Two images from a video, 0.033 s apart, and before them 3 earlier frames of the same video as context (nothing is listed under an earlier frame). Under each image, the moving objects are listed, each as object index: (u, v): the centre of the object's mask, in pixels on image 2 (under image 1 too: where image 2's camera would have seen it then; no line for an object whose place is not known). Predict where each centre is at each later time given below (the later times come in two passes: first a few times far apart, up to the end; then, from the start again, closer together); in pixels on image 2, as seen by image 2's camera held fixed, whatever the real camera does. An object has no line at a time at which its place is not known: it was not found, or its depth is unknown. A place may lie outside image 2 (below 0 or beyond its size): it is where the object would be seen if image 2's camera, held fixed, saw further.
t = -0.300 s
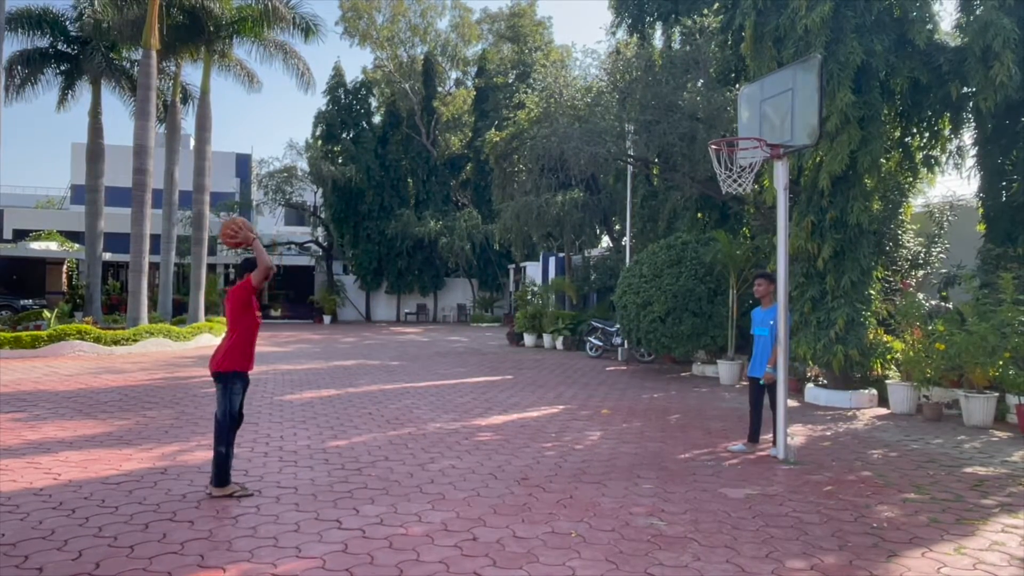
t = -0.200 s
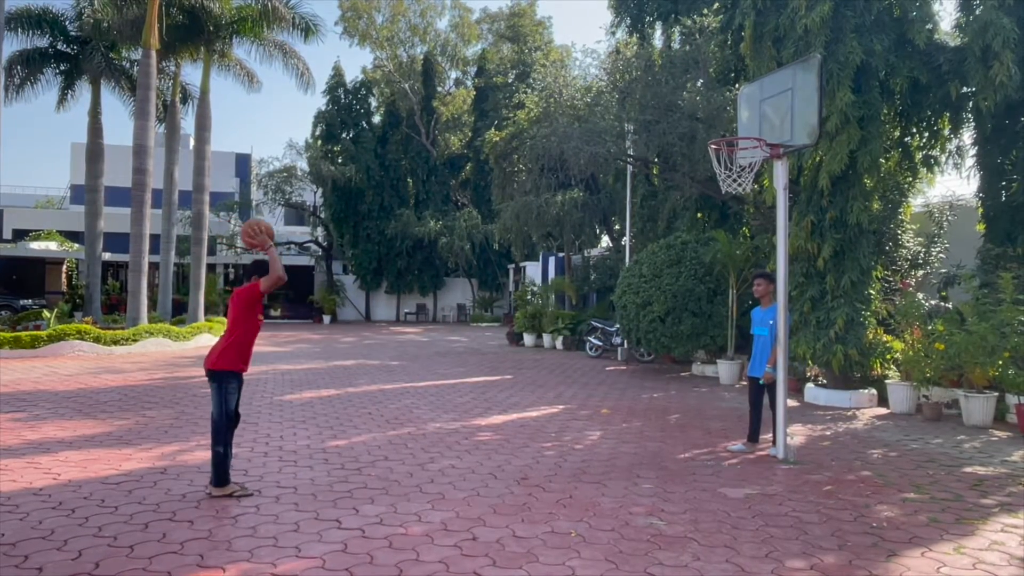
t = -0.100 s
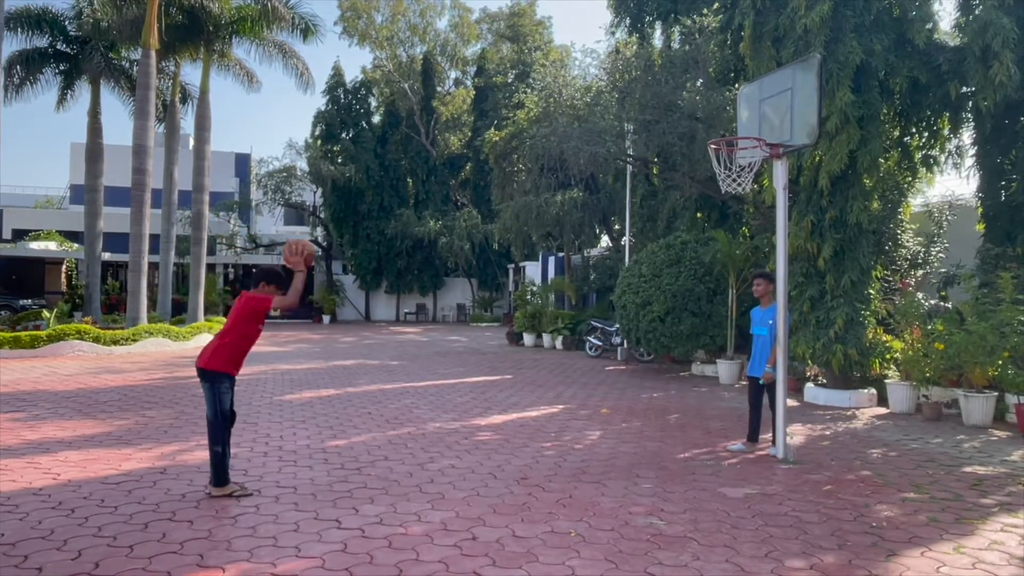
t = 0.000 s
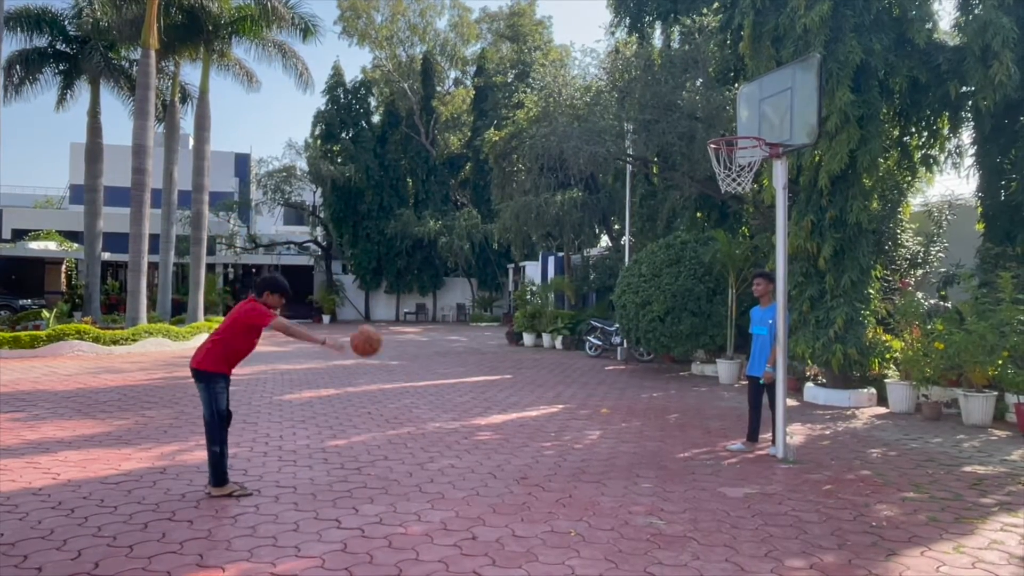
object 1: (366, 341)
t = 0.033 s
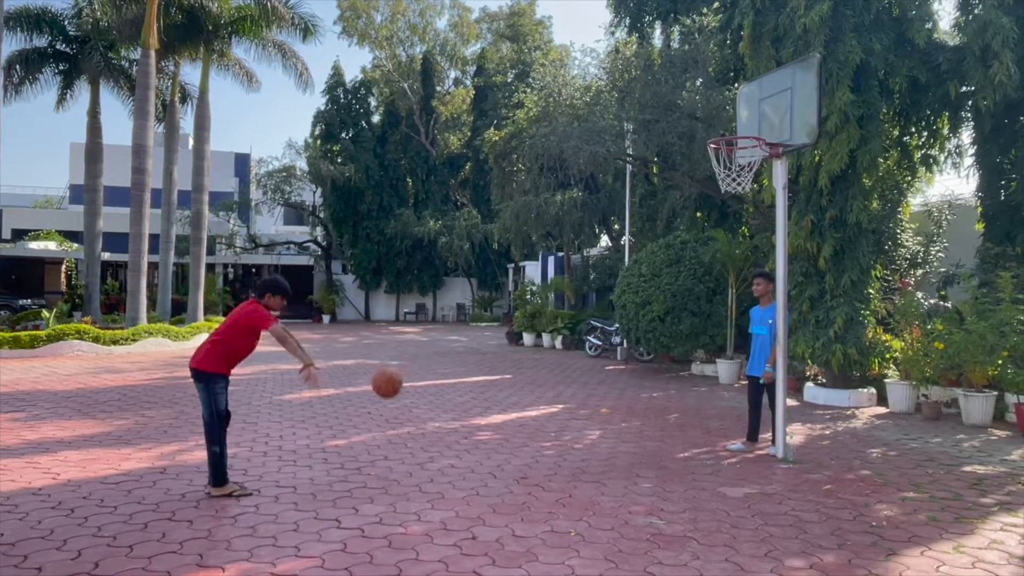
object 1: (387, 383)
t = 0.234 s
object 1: (477, 334)
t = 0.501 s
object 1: (573, 135)
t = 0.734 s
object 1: (653, 42)
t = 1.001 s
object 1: (738, 22)
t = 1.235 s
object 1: (787, 62)
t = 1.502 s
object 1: (747, 131)
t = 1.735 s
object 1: (710, 267)
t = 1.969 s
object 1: (671, 467)
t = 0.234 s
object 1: (477, 334)
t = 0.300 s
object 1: (502, 275)
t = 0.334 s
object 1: (514, 248)
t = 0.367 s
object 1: (526, 222)
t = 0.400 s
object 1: (538, 198)
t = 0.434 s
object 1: (550, 175)
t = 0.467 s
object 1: (562, 154)
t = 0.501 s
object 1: (573, 135)
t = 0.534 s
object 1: (585, 117)
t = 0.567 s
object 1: (596, 101)
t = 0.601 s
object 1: (608, 87)
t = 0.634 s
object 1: (620, 73)
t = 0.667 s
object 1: (631, 61)
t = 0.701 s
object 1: (641, 51)
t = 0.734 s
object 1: (653, 42)
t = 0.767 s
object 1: (663, 34)
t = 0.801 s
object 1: (674, 28)
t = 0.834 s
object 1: (685, 23)
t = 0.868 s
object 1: (696, 20)
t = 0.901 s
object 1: (706, 19)
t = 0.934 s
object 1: (717, 19)
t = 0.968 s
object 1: (728, 20)
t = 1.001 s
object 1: (738, 22)
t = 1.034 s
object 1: (748, 26)
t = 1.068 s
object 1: (758, 30)
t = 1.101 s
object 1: (768, 37)
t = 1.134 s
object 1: (778, 45)
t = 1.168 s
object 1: (788, 54)
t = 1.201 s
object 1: (792, 60)
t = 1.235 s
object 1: (787, 62)
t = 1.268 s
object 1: (783, 66)
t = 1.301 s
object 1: (778, 71)
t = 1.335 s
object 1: (773, 77)
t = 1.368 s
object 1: (768, 85)
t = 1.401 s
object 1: (763, 95)
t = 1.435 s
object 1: (758, 106)
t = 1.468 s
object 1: (752, 118)
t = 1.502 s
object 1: (747, 131)
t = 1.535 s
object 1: (741, 145)
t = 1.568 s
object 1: (737, 162)
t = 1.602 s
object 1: (731, 180)
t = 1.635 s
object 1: (726, 200)
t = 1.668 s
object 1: (720, 220)
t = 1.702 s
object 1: (715, 243)
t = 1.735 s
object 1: (710, 267)
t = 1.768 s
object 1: (704, 292)
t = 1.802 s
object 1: (698, 319)
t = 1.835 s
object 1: (693, 347)
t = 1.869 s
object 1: (687, 377)
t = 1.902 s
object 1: (681, 409)
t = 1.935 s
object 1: (675, 442)
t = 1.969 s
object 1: (671, 467)
